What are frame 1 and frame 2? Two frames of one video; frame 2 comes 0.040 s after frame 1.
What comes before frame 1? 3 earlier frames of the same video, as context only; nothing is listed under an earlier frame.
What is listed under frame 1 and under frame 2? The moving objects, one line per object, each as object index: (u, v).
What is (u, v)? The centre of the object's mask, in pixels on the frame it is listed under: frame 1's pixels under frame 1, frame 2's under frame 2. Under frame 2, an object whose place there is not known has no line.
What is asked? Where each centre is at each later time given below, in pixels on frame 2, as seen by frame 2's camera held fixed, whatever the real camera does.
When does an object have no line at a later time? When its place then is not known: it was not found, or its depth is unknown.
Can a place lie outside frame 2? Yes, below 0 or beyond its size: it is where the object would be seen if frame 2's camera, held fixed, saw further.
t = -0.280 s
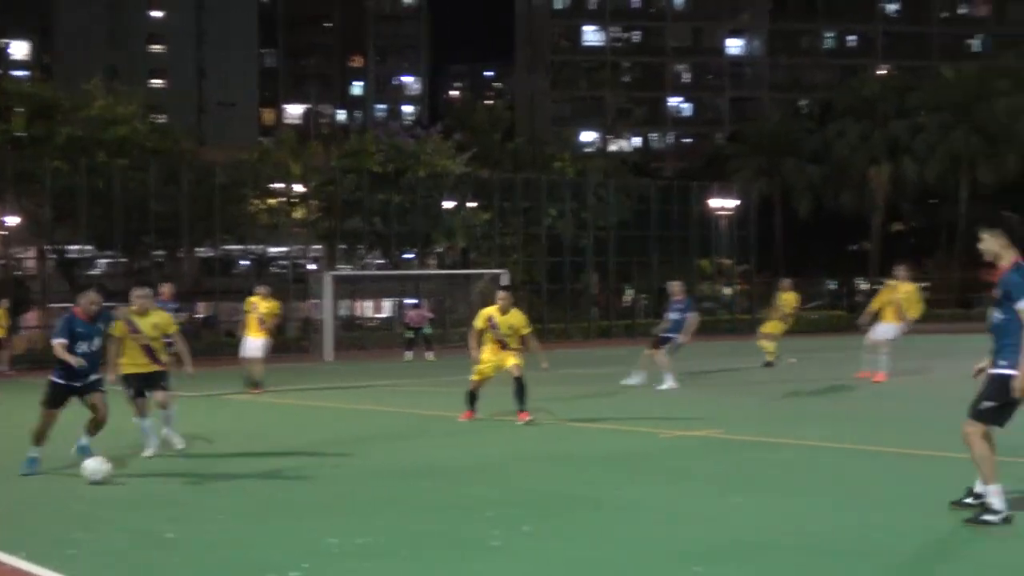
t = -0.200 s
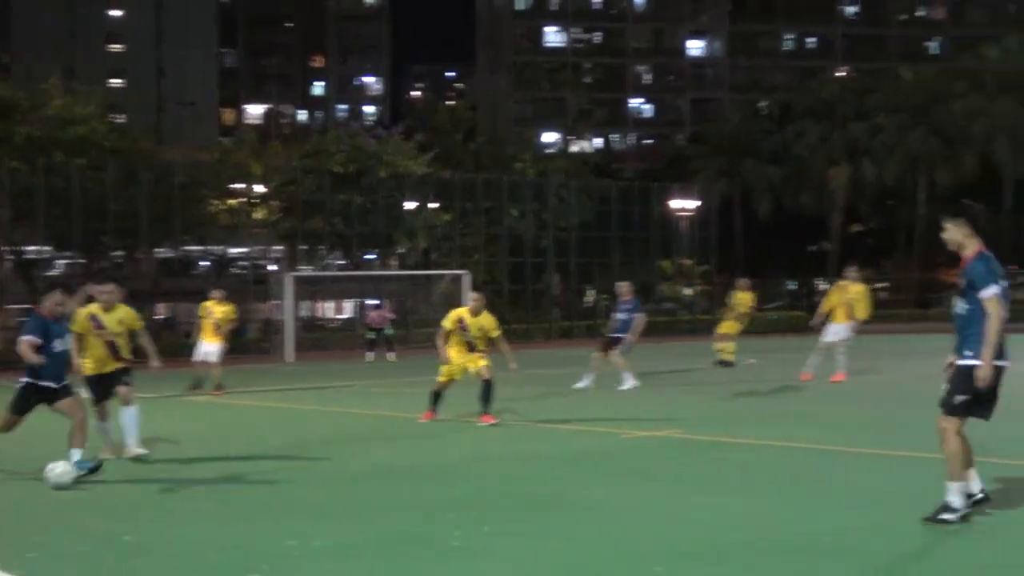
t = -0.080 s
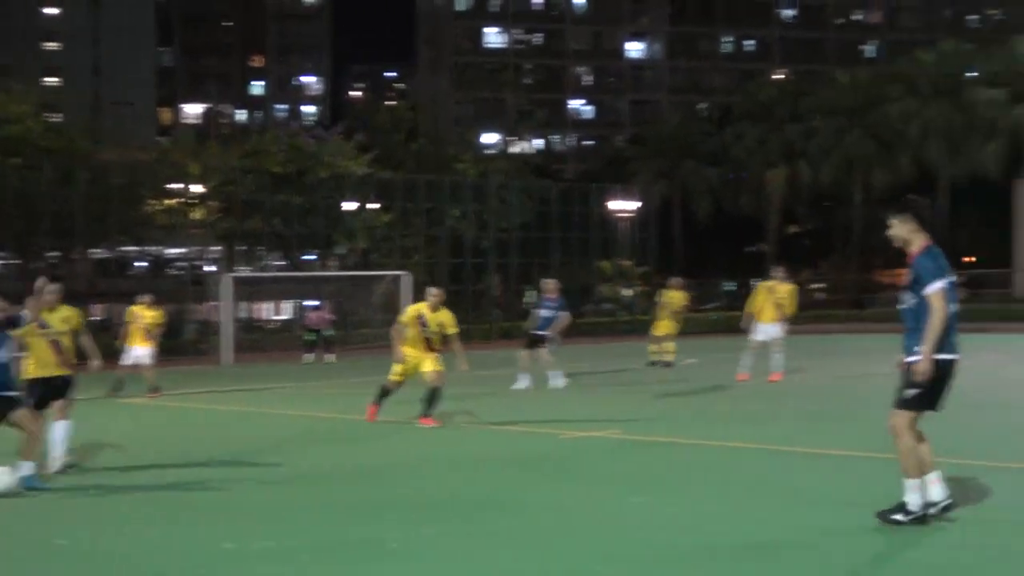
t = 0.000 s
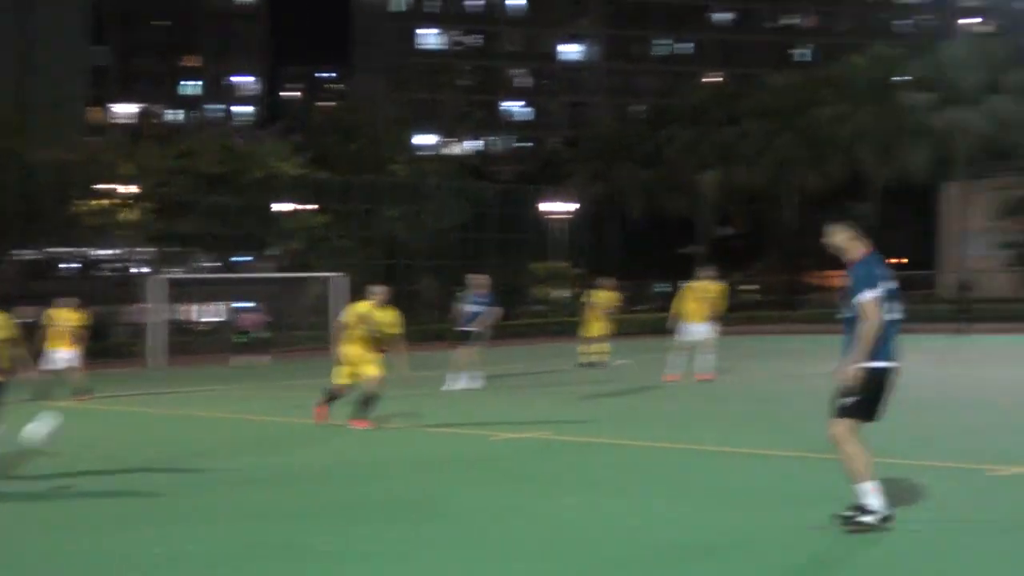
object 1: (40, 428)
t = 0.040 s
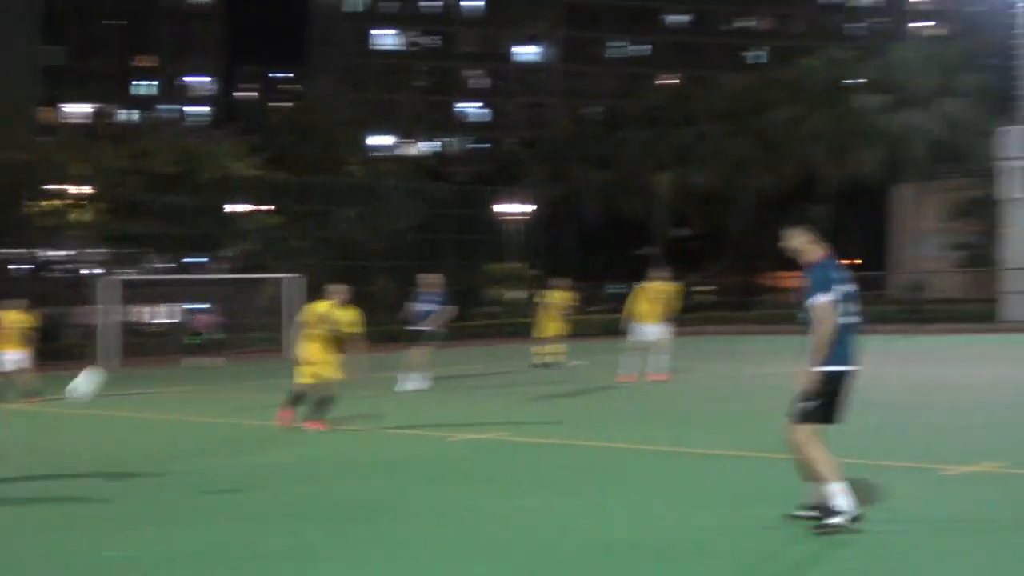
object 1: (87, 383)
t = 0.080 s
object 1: (168, 360)
